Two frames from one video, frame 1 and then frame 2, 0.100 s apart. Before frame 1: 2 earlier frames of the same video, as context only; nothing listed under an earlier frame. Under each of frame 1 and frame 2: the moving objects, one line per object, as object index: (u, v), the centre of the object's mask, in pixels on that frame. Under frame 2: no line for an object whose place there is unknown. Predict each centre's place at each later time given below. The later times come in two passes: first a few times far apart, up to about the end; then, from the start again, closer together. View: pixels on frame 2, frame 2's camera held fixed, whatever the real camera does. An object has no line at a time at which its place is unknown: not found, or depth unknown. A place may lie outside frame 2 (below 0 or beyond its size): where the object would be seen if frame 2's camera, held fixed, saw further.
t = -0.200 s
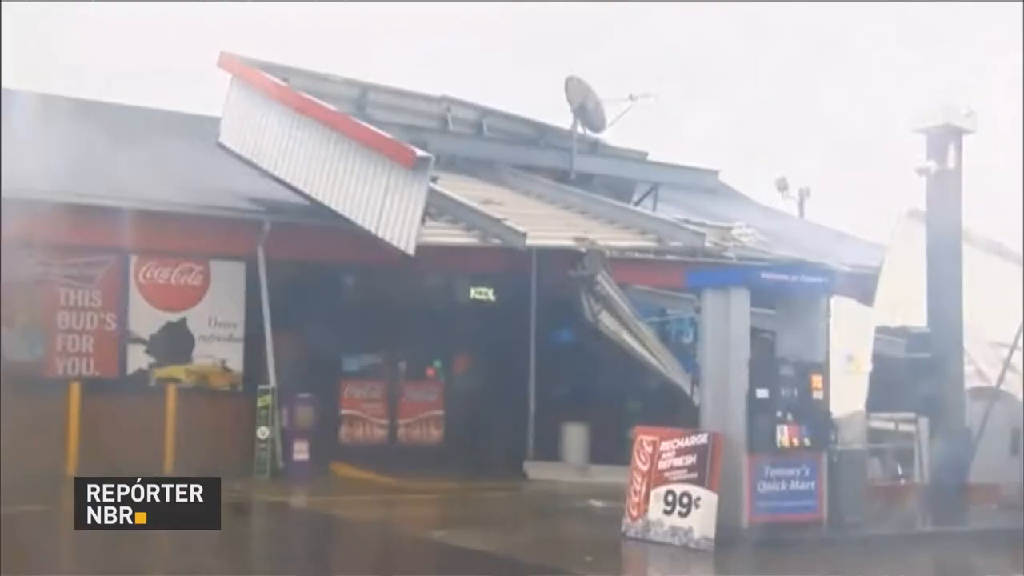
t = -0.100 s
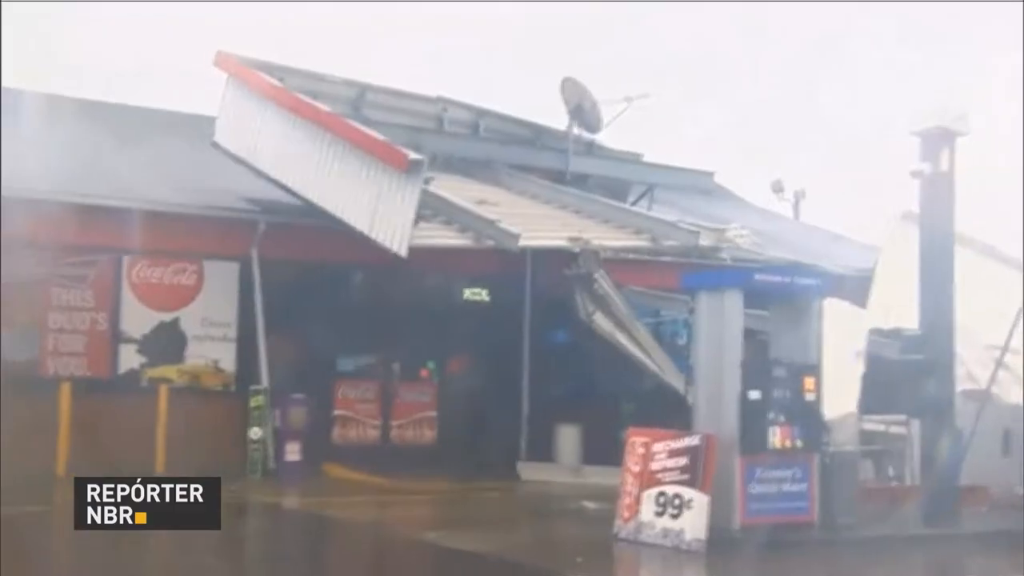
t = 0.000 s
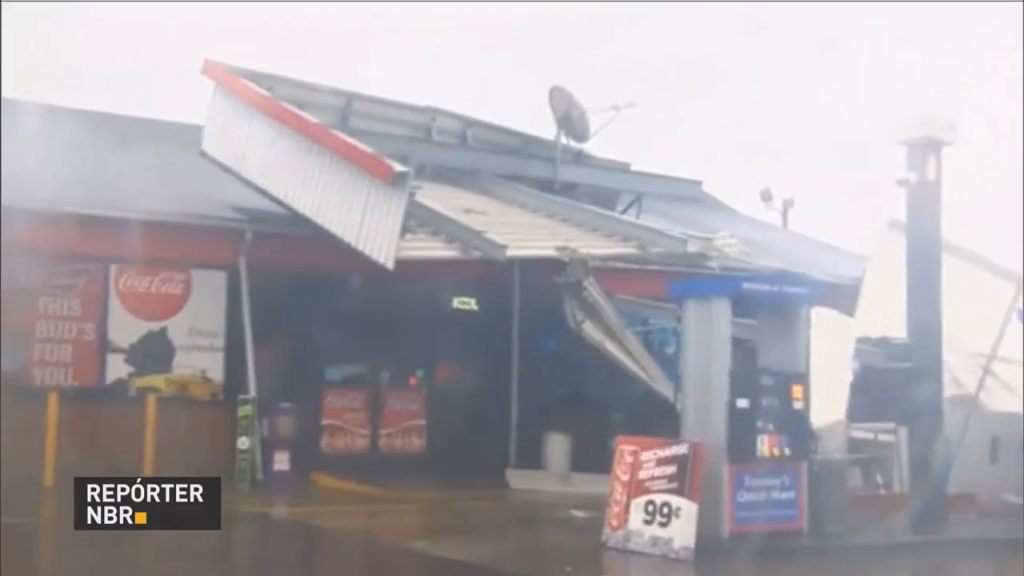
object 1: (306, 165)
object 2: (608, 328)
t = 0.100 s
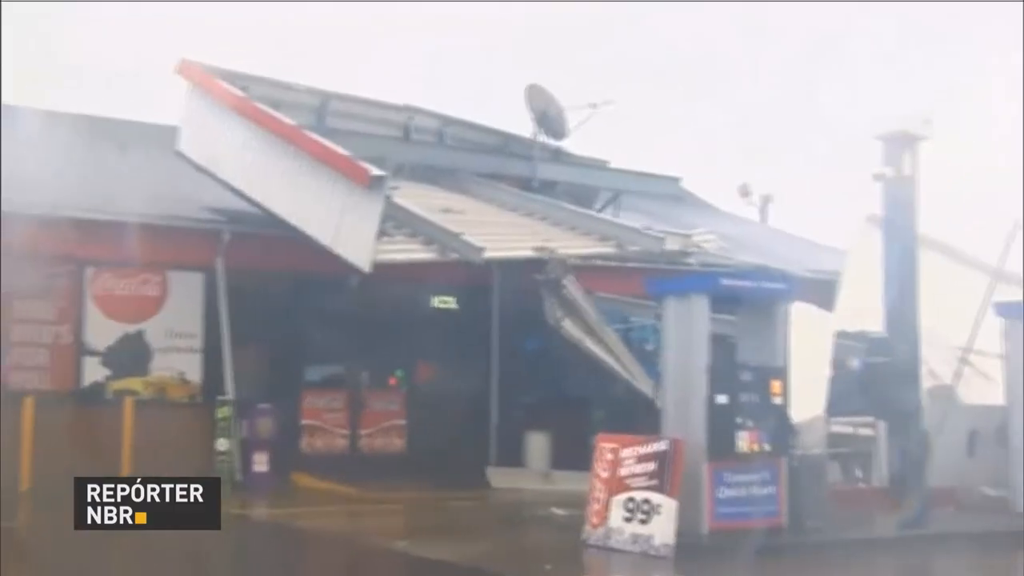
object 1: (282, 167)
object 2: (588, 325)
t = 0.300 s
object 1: (280, 172)
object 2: (587, 330)
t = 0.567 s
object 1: (275, 182)
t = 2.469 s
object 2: (571, 370)
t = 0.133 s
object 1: (282, 167)
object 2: (587, 326)
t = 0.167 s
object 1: (281, 168)
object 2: (587, 326)
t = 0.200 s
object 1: (280, 169)
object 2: (587, 327)
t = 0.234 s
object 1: (279, 169)
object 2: (587, 328)
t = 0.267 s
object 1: (280, 171)
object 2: (587, 329)
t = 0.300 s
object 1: (280, 172)
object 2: (587, 330)
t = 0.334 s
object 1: (281, 173)
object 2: (587, 330)
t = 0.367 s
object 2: (588, 332)
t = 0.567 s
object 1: (275, 182)
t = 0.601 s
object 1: (275, 183)
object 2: (588, 341)
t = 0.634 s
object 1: (275, 183)
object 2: (590, 344)
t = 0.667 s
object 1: (274, 183)
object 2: (591, 345)
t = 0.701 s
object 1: (274, 183)
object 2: (592, 349)
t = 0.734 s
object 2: (592, 350)
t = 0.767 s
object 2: (591, 348)
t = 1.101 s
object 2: (578, 359)
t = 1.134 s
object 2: (577, 361)
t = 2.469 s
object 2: (571, 370)
